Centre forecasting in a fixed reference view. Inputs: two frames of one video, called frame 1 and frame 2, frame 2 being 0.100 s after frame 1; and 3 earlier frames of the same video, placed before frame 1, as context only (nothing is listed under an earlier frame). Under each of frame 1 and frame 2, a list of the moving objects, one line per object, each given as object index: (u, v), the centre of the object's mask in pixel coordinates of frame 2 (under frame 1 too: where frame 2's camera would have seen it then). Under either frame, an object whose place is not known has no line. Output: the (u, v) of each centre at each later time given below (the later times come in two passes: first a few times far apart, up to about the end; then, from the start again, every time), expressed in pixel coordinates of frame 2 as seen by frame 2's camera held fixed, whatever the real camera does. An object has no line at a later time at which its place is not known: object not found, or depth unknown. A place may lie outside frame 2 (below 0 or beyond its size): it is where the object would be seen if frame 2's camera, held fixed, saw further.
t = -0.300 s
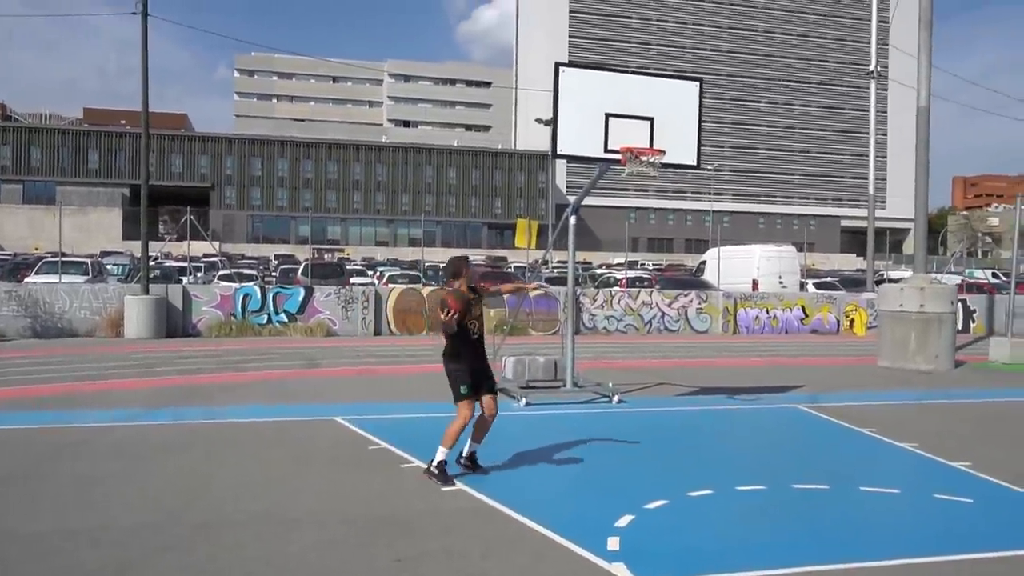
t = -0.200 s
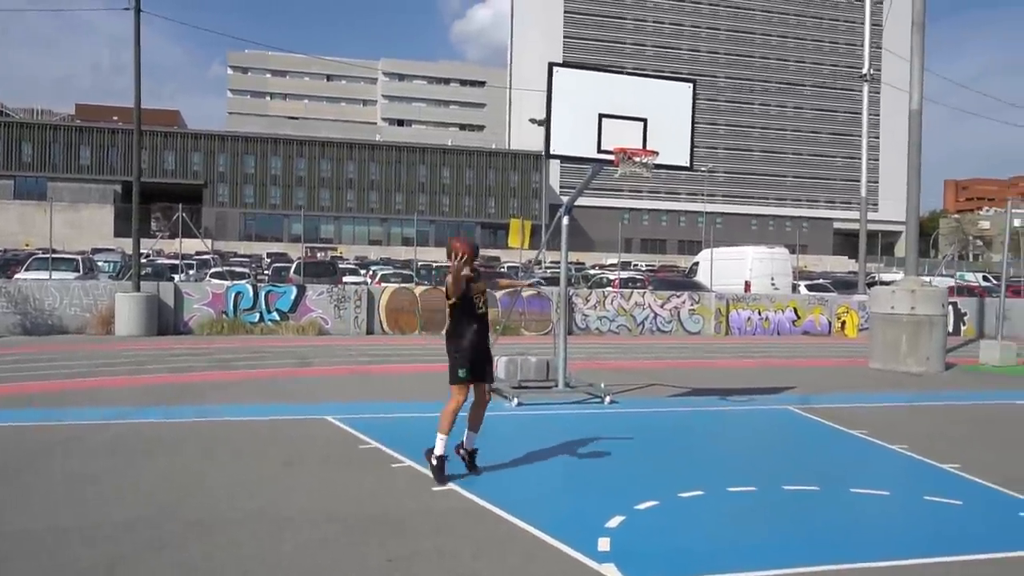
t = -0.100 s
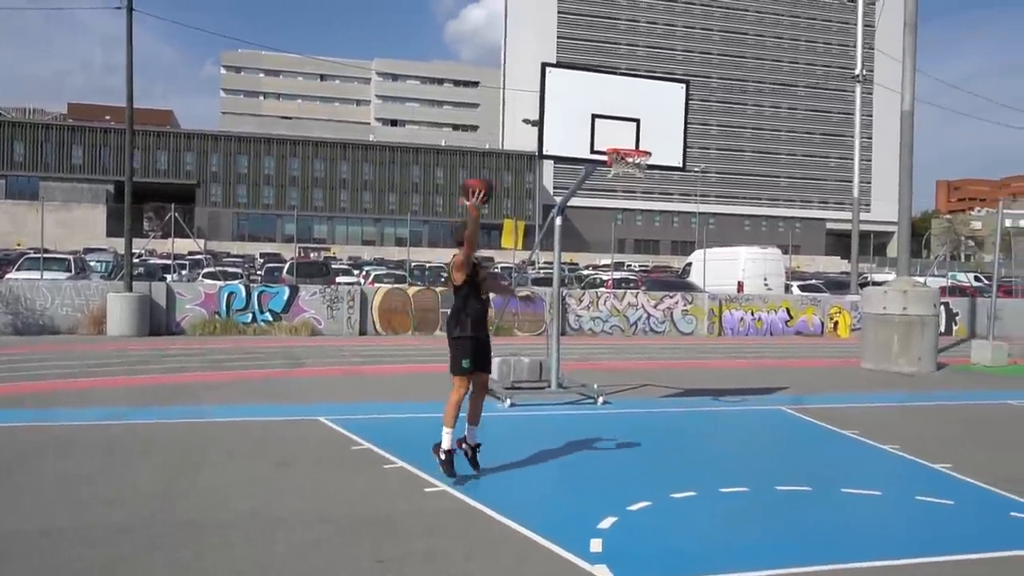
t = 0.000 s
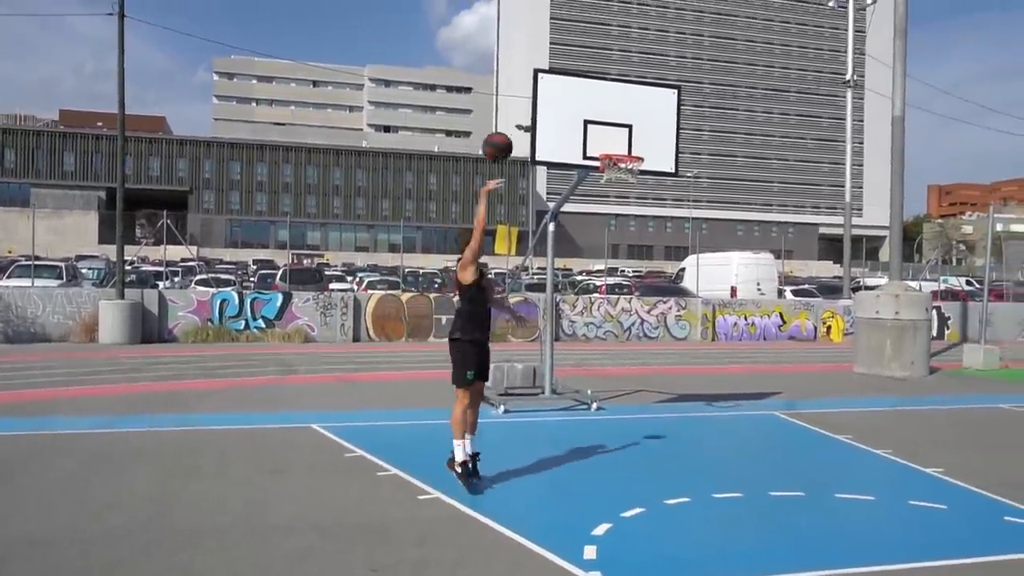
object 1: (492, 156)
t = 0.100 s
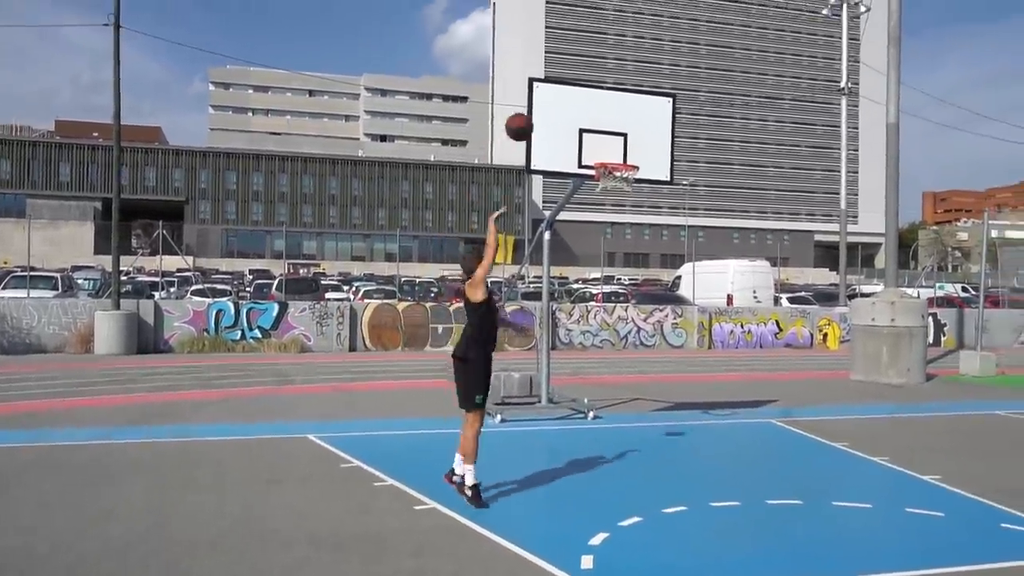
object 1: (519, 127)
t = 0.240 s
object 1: (550, 110)
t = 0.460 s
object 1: (588, 122)
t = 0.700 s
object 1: (636, 150)
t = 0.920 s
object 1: (650, 125)
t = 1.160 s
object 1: (665, 150)
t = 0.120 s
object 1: (523, 124)
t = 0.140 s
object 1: (528, 119)
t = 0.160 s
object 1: (533, 116)
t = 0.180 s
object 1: (537, 115)
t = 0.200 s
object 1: (541, 113)
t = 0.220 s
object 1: (546, 111)
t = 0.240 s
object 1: (550, 110)
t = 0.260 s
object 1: (554, 109)
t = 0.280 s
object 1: (557, 109)
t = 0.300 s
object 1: (561, 109)
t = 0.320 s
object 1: (565, 110)
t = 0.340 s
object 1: (568, 111)
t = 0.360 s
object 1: (572, 112)
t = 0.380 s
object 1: (575, 113)
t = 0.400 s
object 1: (579, 115)
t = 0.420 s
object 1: (582, 117)
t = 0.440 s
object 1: (585, 119)
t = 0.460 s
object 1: (588, 122)
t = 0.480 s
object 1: (591, 126)
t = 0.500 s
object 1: (594, 129)
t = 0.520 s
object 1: (597, 133)
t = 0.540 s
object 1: (600, 137)
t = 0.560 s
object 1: (603, 141)
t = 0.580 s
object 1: (609, 143)
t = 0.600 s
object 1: (615, 146)
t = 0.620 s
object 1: (621, 150)
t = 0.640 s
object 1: (627, 153)
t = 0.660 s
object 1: (633, 157)
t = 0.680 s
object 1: (635, 154)
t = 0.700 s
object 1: (636, 150)
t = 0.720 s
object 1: (637, 146)
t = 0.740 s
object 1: (638, 142)
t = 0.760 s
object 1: (639, 139)
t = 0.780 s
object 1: (641, 136)
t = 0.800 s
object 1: (642, 134)
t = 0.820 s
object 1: (643, 131)
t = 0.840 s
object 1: (644, 130)
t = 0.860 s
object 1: (646, 129)
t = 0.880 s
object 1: (648, 127)
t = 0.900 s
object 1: (649, 126)
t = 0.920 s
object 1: (650, 125)
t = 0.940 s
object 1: (651, 125)
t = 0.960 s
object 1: (650, 126)
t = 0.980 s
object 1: (650, 127)
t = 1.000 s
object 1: (652, 128)
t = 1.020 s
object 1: (654, 128)
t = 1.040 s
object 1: (656, 131)
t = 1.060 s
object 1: (662, 133)
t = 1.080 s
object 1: (663, 135)
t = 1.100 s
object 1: (664, 137)
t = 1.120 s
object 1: (666, 141)
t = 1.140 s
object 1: (665, 145)
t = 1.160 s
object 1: (665, 150)
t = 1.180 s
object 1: (666, 156)
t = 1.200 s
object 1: (666, 163)
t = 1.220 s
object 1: (667, 168)
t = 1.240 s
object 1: (669, 175)
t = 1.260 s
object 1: (671, 182)
